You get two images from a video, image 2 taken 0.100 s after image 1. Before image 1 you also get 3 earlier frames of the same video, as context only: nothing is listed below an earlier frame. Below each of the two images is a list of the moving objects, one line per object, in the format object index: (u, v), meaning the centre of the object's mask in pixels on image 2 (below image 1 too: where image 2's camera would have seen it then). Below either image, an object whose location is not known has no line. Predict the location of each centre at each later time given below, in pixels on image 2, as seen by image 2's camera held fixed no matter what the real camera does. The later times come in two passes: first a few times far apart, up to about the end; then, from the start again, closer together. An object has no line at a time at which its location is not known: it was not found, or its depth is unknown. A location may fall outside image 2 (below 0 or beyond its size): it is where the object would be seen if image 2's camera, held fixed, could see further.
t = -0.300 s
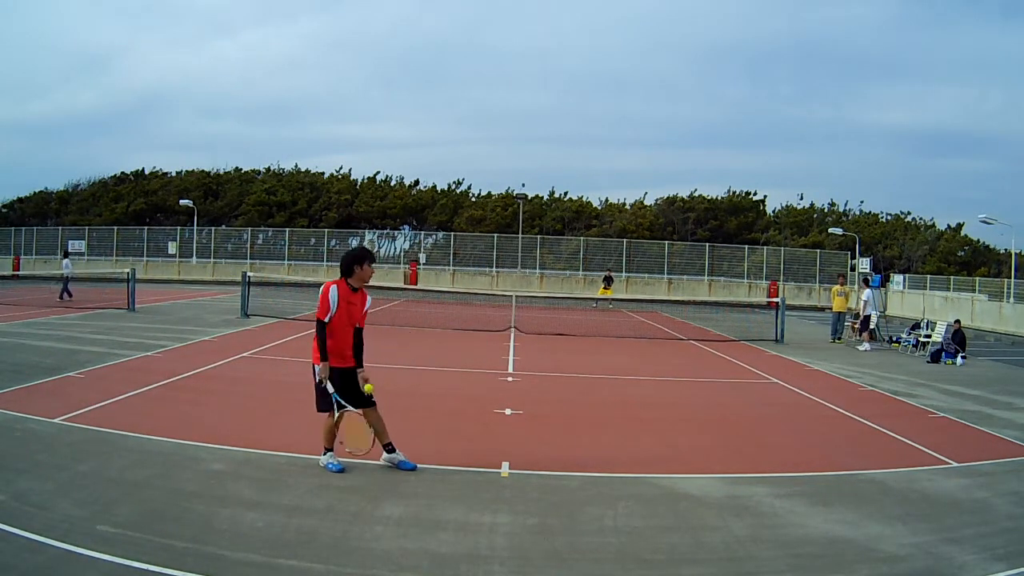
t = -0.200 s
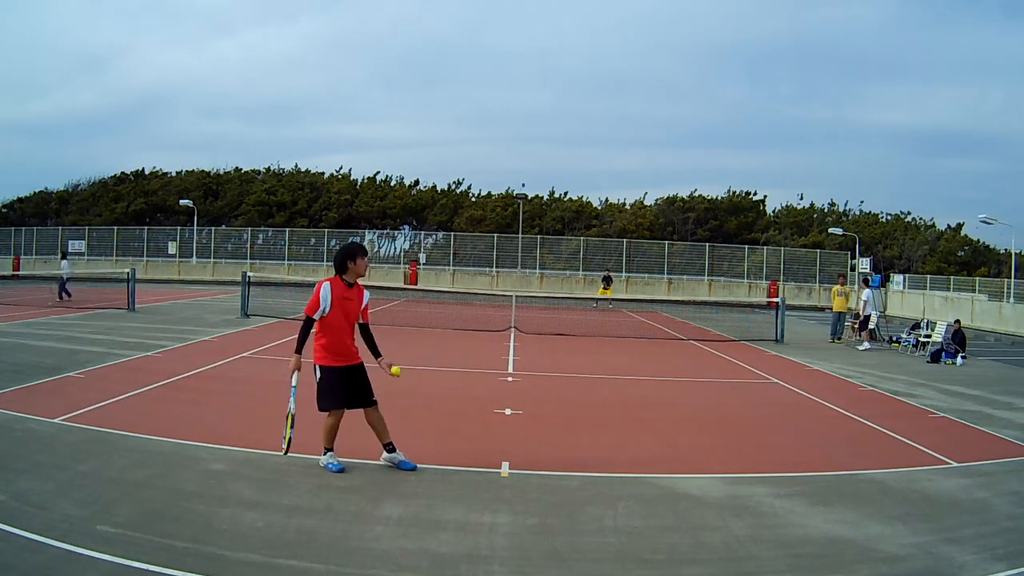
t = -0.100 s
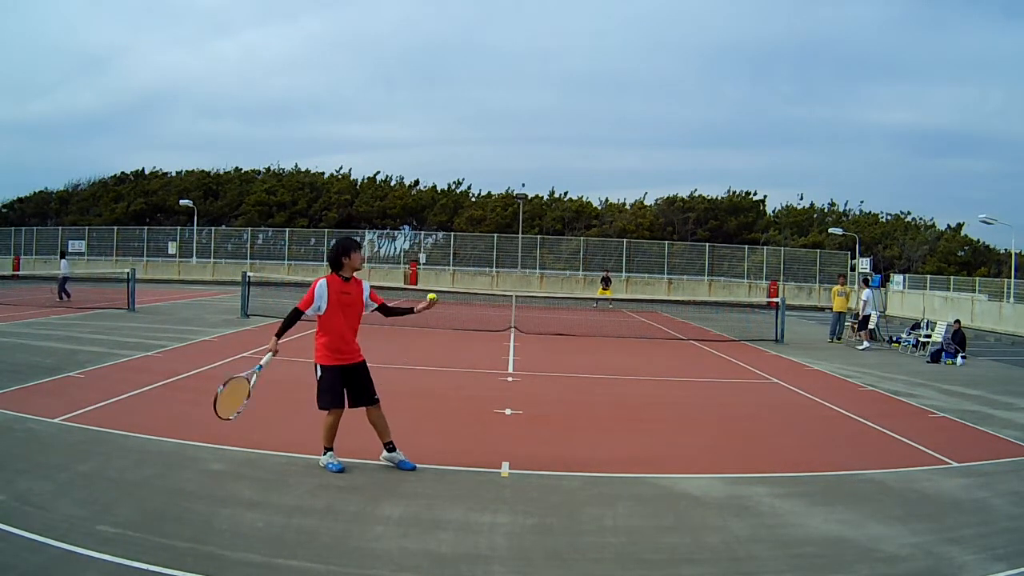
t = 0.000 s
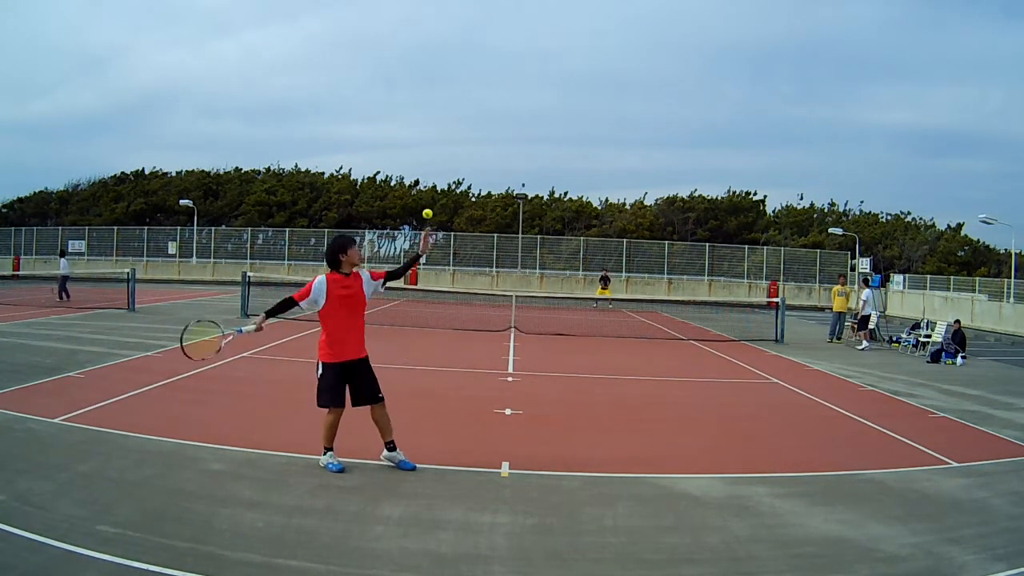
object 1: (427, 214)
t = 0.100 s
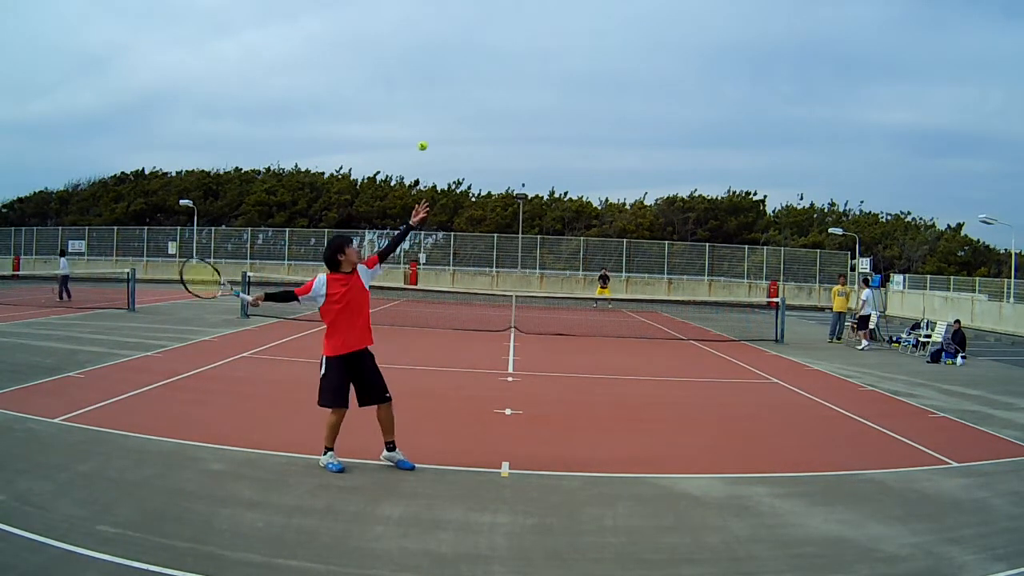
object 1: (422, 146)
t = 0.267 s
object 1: (414, 68)
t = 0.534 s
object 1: (398, 23)
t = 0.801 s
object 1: (378, 60)
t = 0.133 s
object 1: (421, 127)
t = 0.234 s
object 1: (416, 81)
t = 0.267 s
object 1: (414, 68)
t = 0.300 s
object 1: (412, 58)
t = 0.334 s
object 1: (410, 48)
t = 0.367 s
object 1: (408, 41)
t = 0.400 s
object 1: (406, 35)
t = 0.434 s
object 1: (404, 30)
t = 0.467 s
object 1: (402, 26)
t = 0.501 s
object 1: (400, 24)
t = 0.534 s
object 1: (398, 23)
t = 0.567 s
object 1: (396, 23)
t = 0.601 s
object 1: (393, 25)
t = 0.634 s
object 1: (391, 27)
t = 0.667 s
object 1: (388, 31)
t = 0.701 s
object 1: (386, 37)
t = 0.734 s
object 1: (383, 43)
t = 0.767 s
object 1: (381, 50)
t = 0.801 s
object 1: (378, 60)
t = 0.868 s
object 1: (372, 82)
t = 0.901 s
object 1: (369, 95)
